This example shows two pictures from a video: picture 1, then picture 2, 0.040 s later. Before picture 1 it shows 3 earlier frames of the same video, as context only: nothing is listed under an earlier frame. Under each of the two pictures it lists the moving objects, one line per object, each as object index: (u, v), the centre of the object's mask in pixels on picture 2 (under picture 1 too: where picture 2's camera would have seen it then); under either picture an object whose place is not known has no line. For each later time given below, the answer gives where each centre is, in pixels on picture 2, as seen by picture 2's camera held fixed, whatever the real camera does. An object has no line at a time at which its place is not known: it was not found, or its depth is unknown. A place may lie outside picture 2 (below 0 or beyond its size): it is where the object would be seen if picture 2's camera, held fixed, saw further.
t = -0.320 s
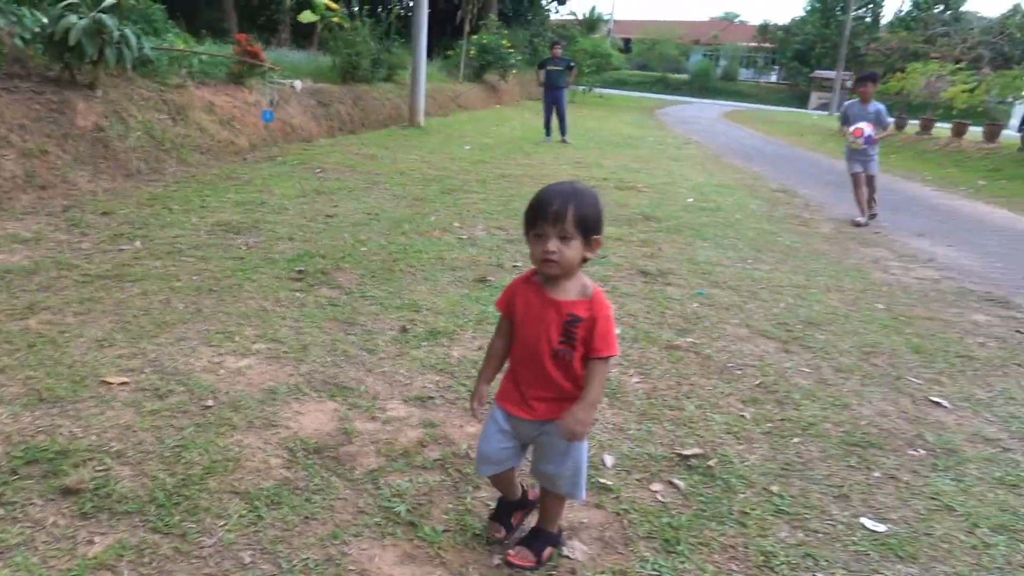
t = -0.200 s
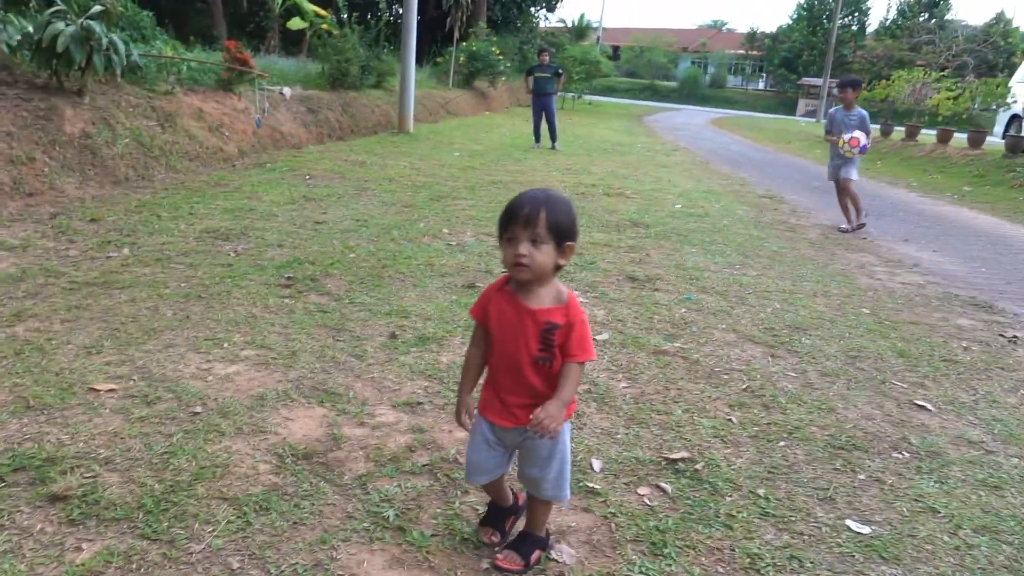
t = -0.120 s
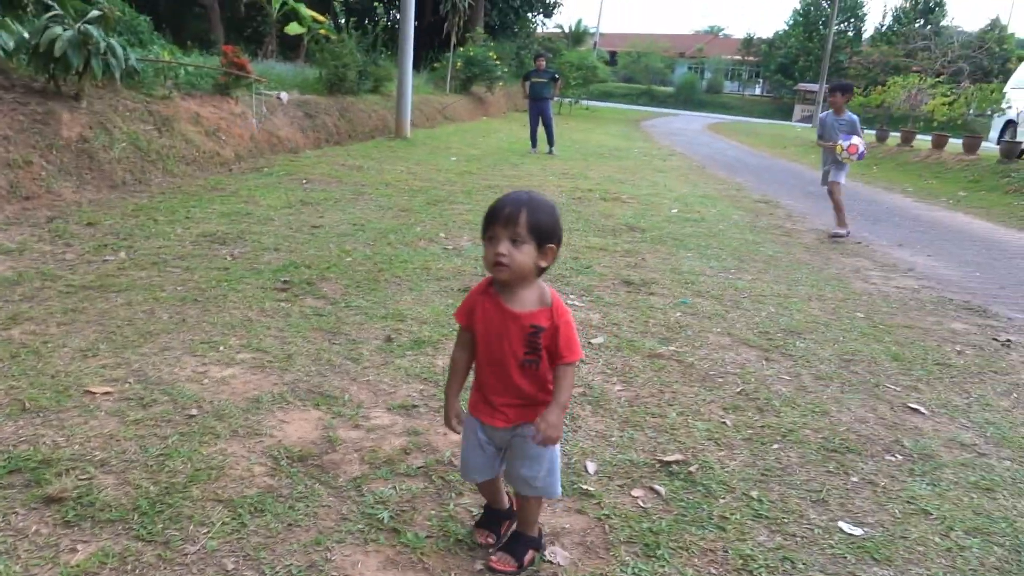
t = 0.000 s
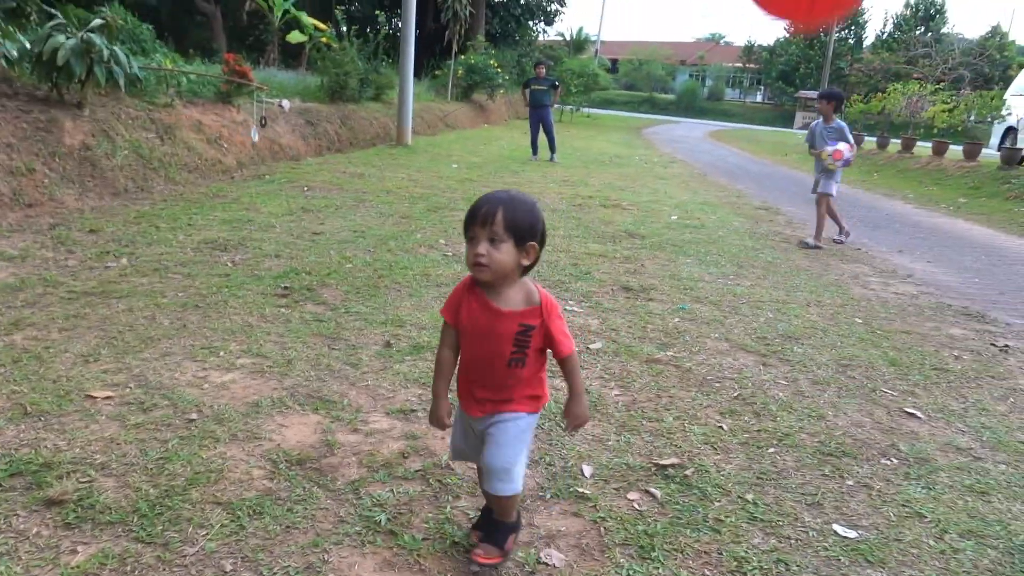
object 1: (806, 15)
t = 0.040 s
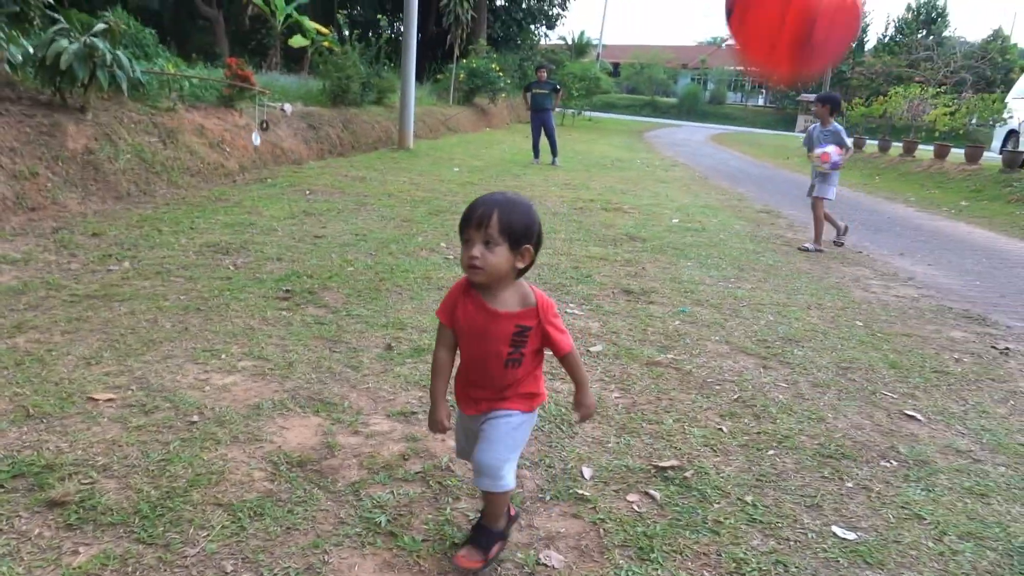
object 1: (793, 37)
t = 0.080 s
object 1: (783, 67)
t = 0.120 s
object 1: (765, 119)
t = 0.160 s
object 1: (749, 178)
